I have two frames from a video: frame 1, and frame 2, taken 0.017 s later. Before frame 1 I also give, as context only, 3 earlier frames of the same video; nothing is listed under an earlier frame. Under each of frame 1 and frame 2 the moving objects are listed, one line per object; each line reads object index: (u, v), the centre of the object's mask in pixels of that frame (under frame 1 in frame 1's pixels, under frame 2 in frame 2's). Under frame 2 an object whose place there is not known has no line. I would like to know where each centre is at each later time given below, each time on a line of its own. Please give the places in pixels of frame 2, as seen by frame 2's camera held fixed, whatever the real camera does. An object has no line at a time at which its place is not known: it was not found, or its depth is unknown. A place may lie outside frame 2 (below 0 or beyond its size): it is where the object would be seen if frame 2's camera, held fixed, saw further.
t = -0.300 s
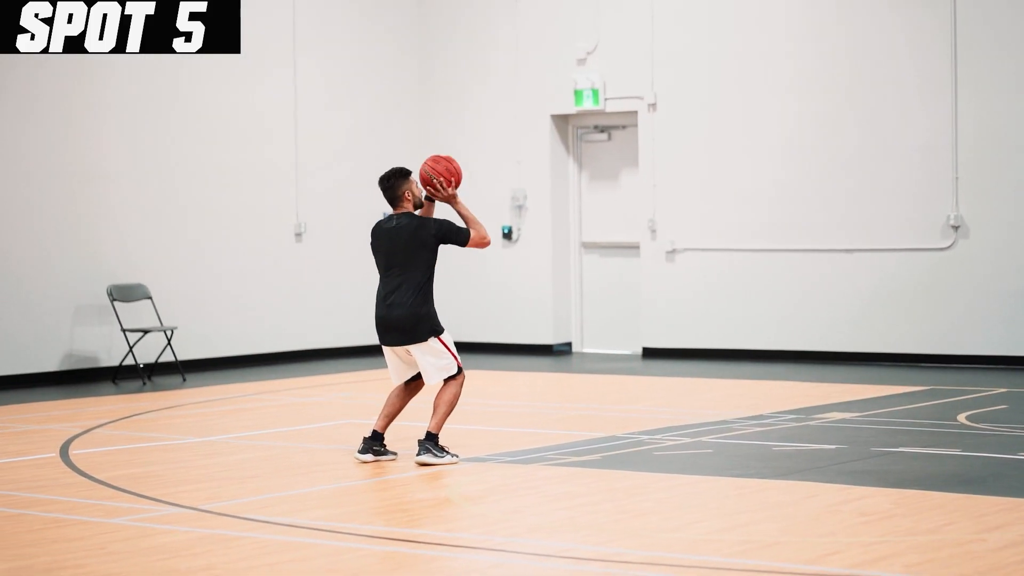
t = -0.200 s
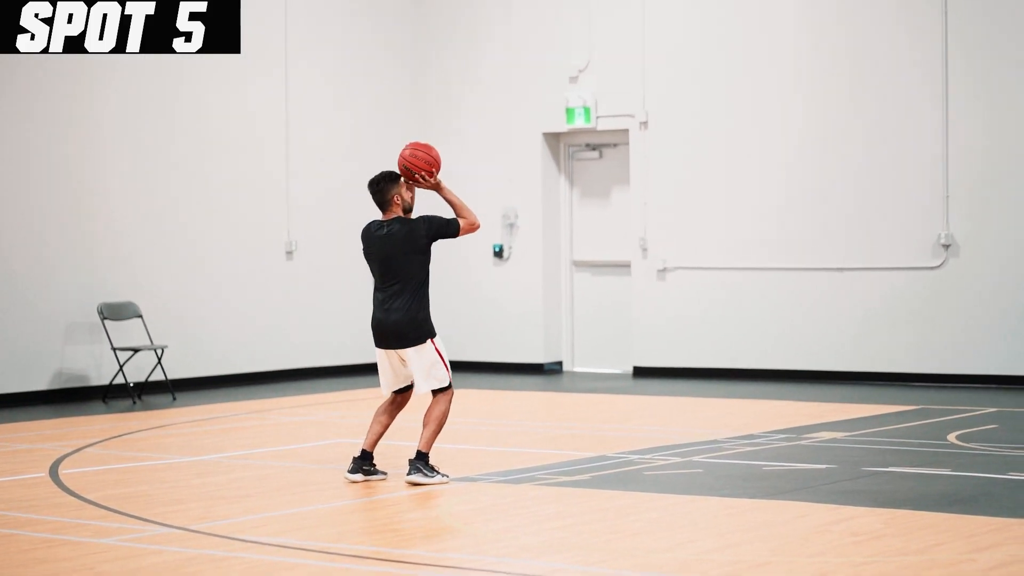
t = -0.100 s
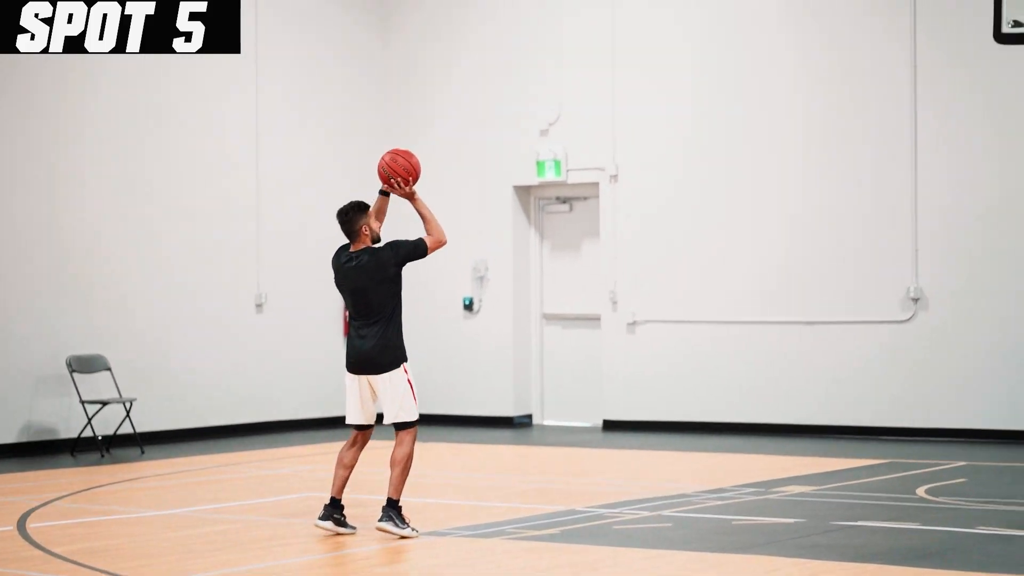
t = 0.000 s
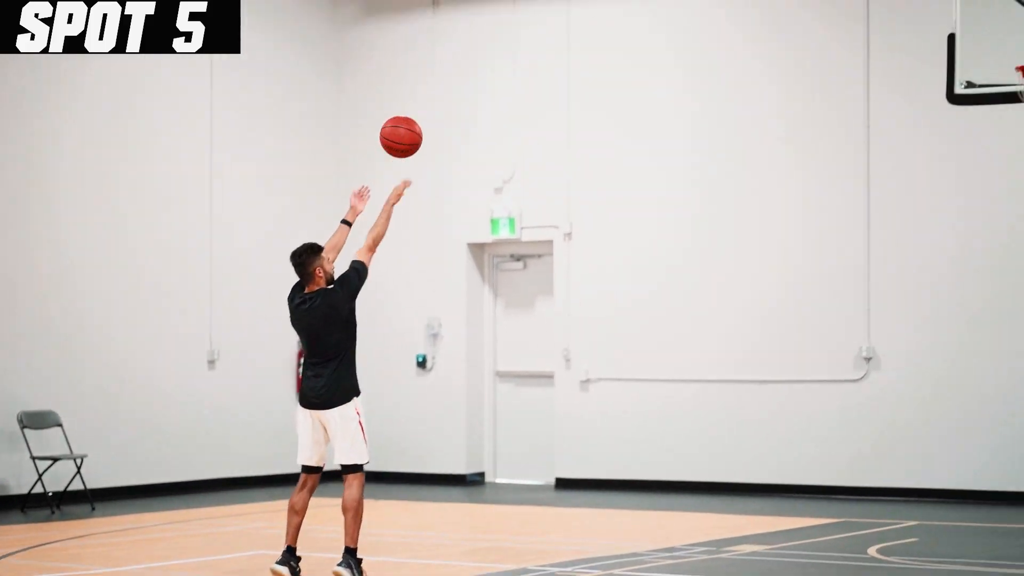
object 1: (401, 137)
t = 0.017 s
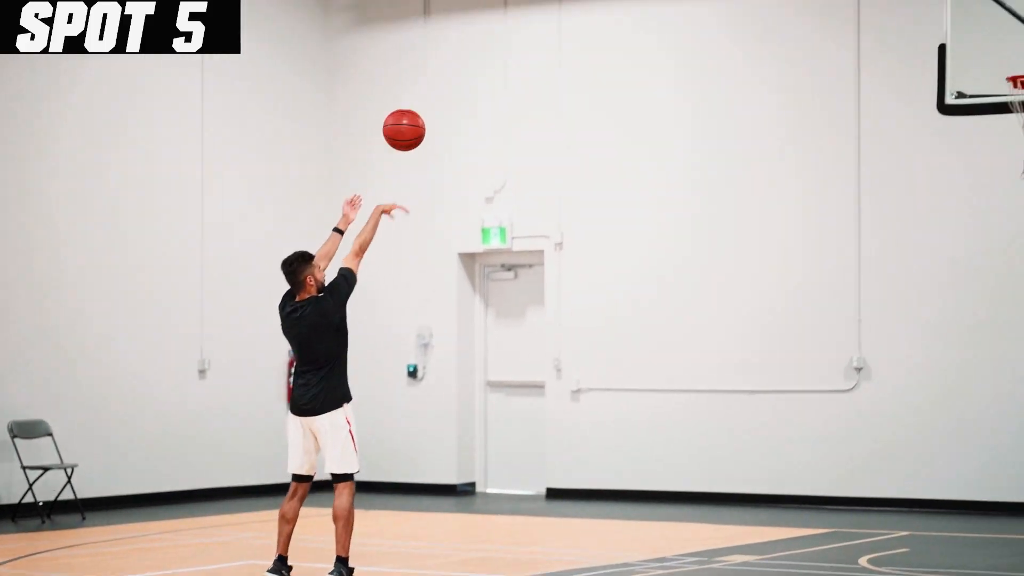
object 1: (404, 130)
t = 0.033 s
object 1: (416, 113)
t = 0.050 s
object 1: (425, 96)
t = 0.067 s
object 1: (438, 81)
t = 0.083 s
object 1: (451, 66)
